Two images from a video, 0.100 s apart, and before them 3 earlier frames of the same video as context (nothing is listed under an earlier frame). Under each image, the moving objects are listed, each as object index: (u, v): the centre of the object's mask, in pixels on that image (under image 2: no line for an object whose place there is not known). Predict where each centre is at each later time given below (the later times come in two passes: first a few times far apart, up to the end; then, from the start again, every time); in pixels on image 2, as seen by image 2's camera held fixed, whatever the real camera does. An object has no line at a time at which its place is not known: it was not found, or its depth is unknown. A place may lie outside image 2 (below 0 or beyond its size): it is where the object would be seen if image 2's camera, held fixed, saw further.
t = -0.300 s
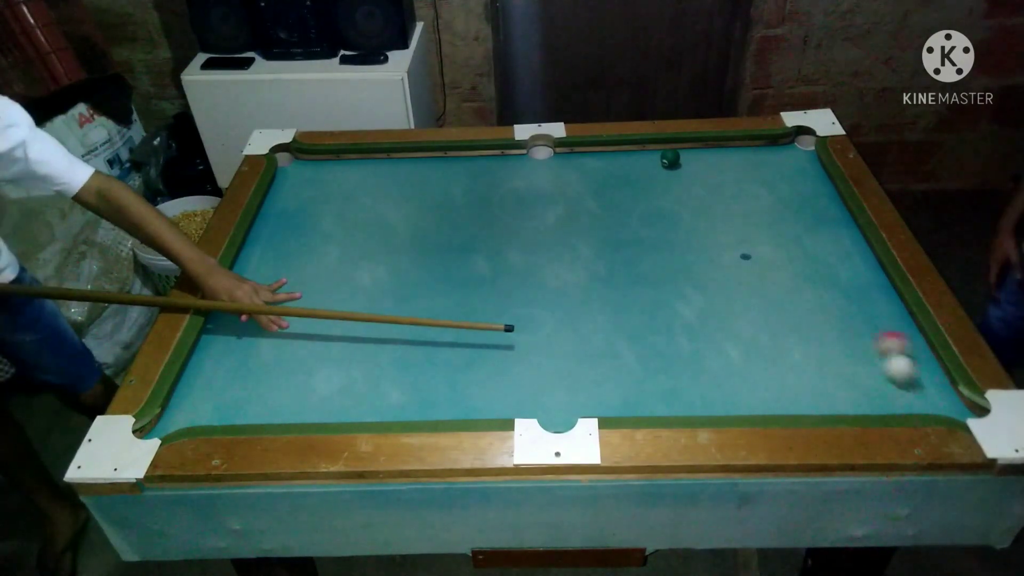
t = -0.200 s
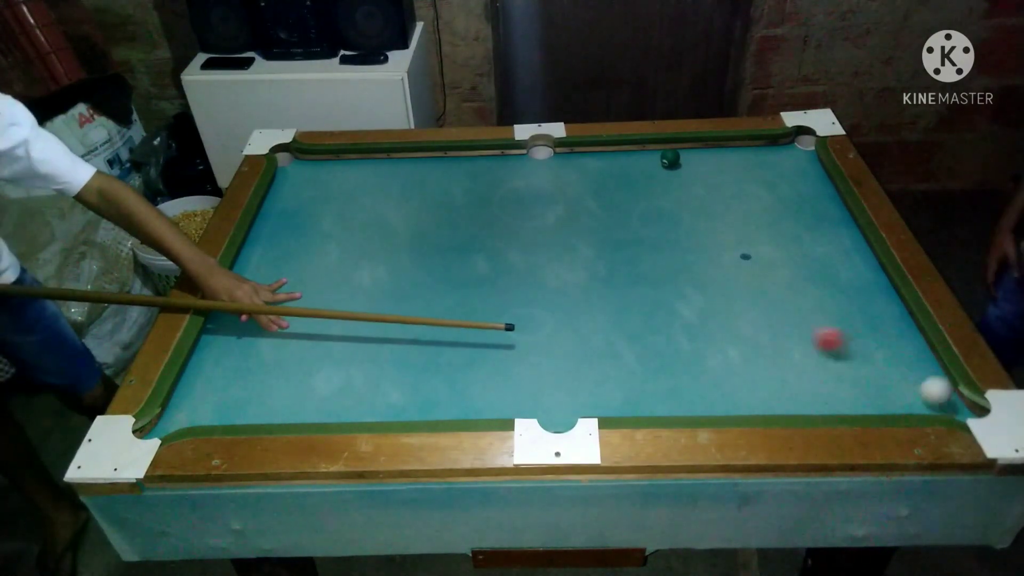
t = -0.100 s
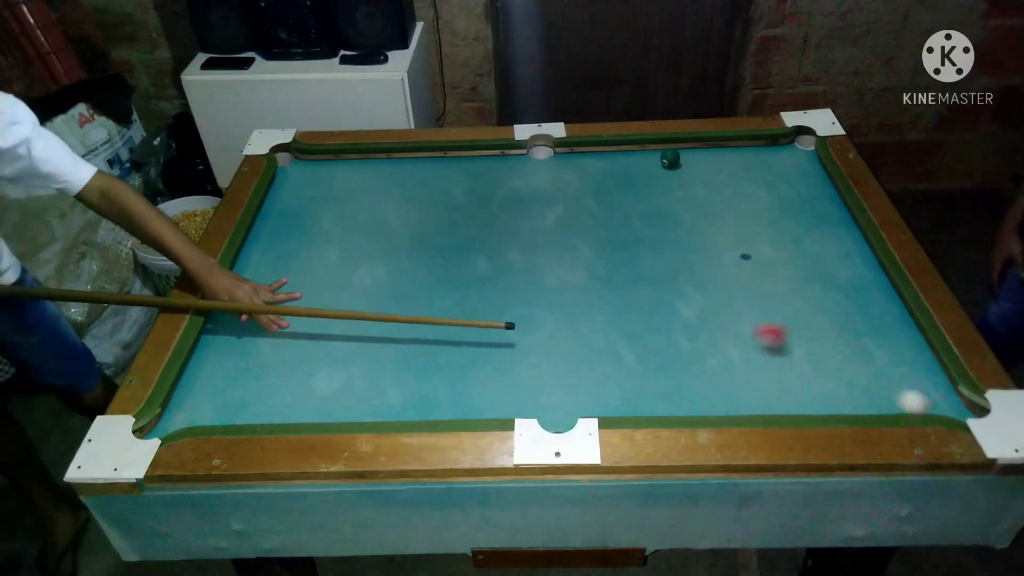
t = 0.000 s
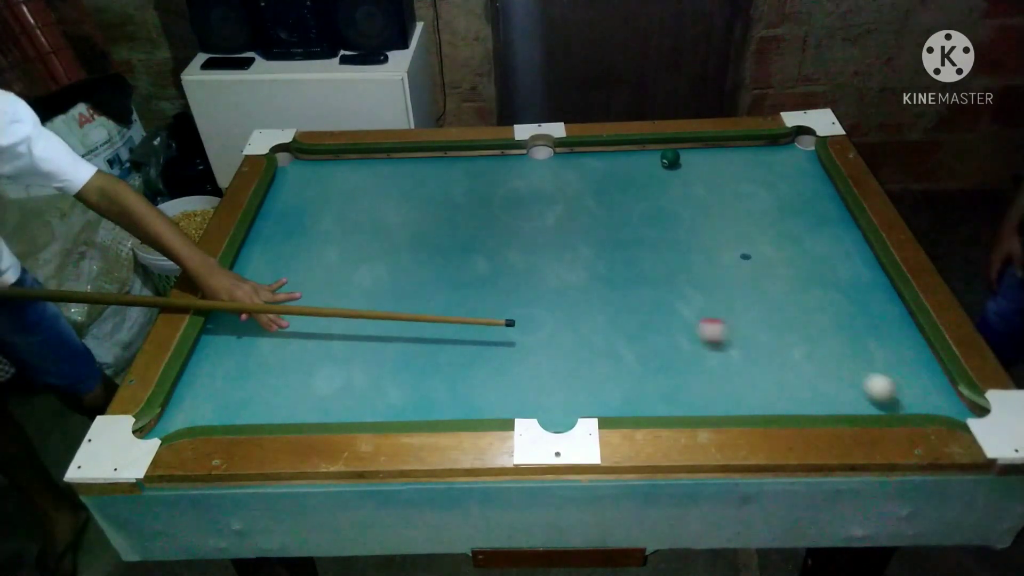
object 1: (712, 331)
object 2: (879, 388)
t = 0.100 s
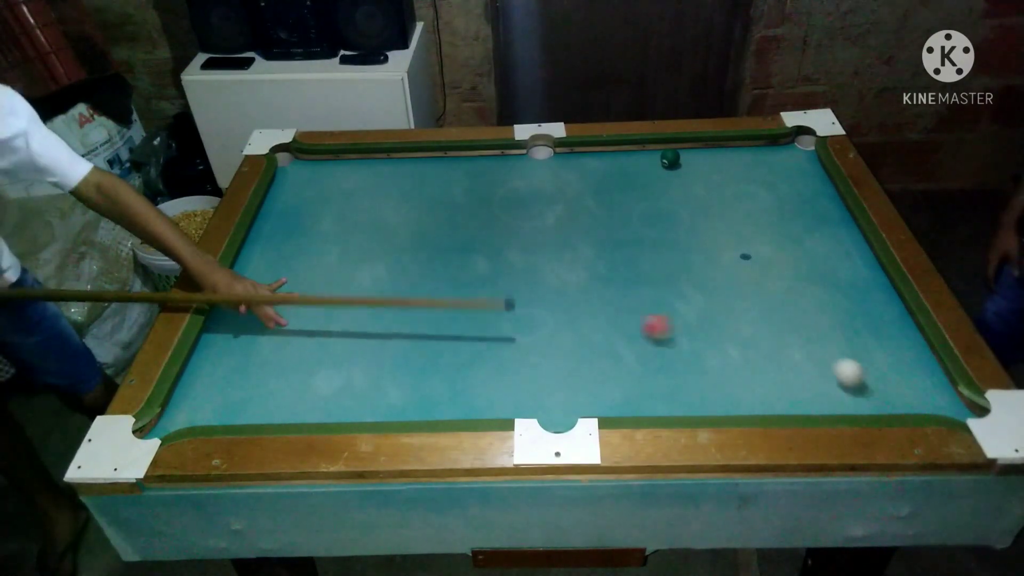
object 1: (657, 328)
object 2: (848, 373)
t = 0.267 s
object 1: (570, 321)
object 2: (802, 351)
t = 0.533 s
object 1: (441, 313)
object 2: (741, 320)
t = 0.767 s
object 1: (338, 307)
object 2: (696, 298)
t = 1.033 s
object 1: (229, 300)
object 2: (653, 278)
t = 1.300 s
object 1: (305, 290)
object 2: (619, 260)
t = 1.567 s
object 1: (378, 281)
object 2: (591, 246)
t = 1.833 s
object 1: (445, 272)
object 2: (569, 234)
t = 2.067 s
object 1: (498, 266)
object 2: (554, 225)
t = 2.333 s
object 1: (555, 259)
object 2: (541, 216)
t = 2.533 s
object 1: (594, 255)
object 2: (533, 211)
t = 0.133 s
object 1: (639, 326)
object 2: (839, 368)
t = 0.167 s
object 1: (621, 325)
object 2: (829, 364)
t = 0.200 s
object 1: (605, 324)
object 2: (820, 359)
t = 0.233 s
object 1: (587, 323)
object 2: (811, 354)
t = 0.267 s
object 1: (570, 321)
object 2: (802, 351)
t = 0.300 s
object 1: (553, 320)
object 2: (794, 346)
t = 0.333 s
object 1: (536, 320)
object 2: (786, 342)
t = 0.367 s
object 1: (520, 319)
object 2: (778, 339)
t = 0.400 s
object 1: (504, 317)
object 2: (770, 334)
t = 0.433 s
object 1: (488, 316)
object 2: (763, 331)
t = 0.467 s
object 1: (472, 315)
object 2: (755, 327)
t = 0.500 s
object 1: (457, 314)
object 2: (748, 324)
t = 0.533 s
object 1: (441, 313)
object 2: (741, 320)
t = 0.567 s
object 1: (426, 312)
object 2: (734, 317)
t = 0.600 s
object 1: (412, 311)
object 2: (728, 314)
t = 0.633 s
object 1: (396, 310)
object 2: (721, 310)
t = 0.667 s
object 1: (381, 310)
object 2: (715, 308)
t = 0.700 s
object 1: (366, 309)
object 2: (708, 304)
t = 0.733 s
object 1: (352, 308)
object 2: (701, 301)
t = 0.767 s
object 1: (338, 307)
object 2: (696, 298)
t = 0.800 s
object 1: (323, 306)
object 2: (690, 296)
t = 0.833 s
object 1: (310, 305)
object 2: (685, 292)
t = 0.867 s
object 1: (295, 304)
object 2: (679, 290)
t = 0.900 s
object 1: (282, 303)
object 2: (673, 287)
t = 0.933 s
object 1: (268, 303)
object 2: (668, 285)
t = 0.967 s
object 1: (255, 301)
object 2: (663, 282)
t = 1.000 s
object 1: (241, 301)
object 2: (658, 280)
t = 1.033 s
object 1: (229, 300)
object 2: (653, 278)
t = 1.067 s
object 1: (235, 299)
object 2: (648, 275)
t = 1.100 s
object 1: (245, 297)
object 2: (643, 273)
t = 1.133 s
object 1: (256, 295)
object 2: (639, 271)
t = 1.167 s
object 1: (266, 295)
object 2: (635, 269)
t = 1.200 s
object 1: (275, 293)
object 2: (630, 266)
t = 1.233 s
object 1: (285, 292)
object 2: (626, 264)
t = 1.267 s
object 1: (296, 291)
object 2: (622, 262)
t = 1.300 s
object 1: (305, 290)
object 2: (619, 260)
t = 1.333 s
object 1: (315, 289)
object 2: (615, 259)
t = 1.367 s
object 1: (323, 288)
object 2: (611, 257)
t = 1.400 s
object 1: (334, 286)
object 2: (607, 255)
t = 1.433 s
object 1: (343, 285)
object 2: (604, 253)
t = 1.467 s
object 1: (351, 284)
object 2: (600, 251)
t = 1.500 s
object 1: (361, 283)
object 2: (597, 249)
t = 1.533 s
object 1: (370, 282)
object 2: (594, 248)
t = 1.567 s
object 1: (378, 281)
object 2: (591, 246)
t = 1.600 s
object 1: (387, 280)
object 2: (587, 245)
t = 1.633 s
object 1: (395, 278)
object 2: (585, 243)
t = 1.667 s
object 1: (404, 277)
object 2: (582, 242)
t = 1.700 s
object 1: (413, 276)
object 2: (579, 240)
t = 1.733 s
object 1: (421, 275)
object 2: (576, 239)
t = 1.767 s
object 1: (428, 274)
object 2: (574, 237)
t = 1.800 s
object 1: (437, 273)
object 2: (571, 236)
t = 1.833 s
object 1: (445, 272)
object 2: (569, 234)
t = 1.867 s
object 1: (453, 271)
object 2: (567, 233)
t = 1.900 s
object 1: (460, 271)
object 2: (564, 232)
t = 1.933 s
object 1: (468, 269)
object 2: (562, 230)
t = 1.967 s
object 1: (476, 268)
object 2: (559, 229)
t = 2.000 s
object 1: (484, 267)
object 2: (558, 228)
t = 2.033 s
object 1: (491, 267)
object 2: (556, 226)
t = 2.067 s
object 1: (498, 266)
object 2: (554, 225)
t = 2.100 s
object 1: (505, 265)
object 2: (552, 224)
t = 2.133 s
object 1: (512, 263)
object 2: (551, 223)
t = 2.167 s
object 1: (520, 263)
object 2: (548, 221)
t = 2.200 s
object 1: (526, 262)
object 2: (547, 220)
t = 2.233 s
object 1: (533, 262)
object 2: (546, 219)
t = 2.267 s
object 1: (540, 260)
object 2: (544, 218)
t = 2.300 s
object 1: (547, 259)
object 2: (543, 217)
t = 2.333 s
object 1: (555, 259)
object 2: (541, 216)
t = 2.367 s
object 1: (561, 258)
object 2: (540, 215)
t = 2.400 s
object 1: (568, 257)
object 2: (538, 214)
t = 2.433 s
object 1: (574, 257)
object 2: (537, 213)
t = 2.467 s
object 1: (580, 256)
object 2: (536, 213)
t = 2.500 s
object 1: (587, 255)
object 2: (535, 212)
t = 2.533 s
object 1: (594, 255)
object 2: (533, 211)
